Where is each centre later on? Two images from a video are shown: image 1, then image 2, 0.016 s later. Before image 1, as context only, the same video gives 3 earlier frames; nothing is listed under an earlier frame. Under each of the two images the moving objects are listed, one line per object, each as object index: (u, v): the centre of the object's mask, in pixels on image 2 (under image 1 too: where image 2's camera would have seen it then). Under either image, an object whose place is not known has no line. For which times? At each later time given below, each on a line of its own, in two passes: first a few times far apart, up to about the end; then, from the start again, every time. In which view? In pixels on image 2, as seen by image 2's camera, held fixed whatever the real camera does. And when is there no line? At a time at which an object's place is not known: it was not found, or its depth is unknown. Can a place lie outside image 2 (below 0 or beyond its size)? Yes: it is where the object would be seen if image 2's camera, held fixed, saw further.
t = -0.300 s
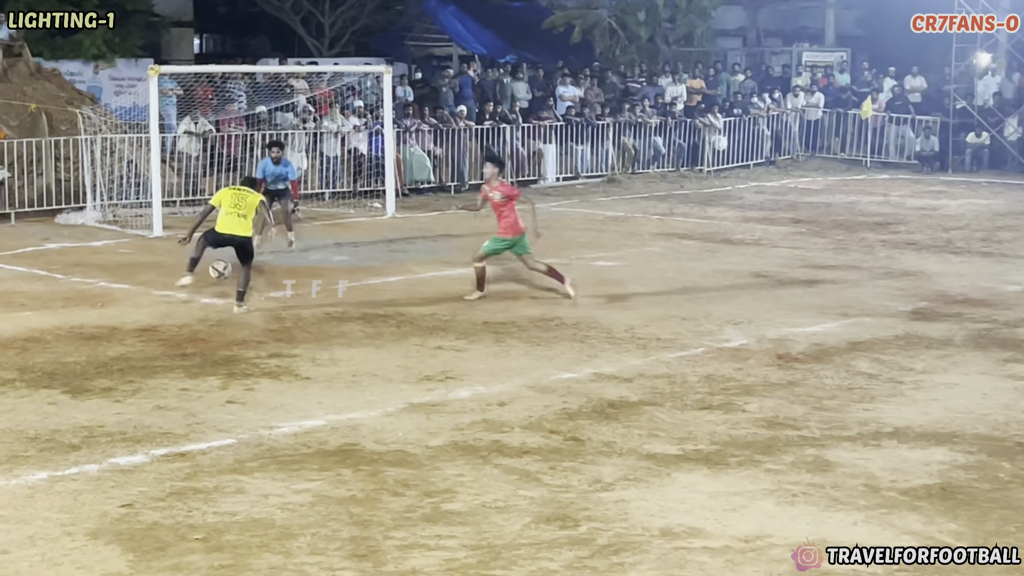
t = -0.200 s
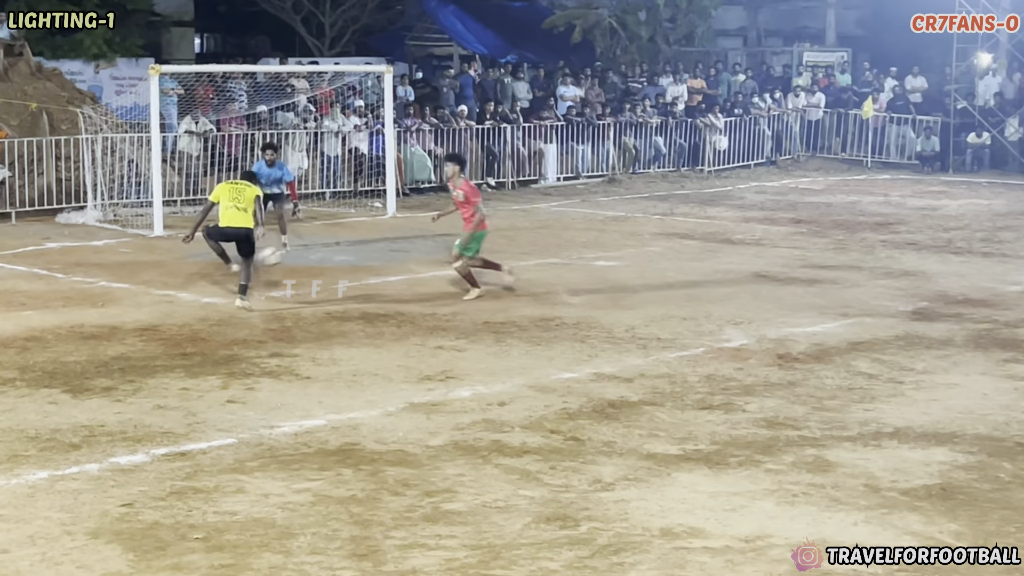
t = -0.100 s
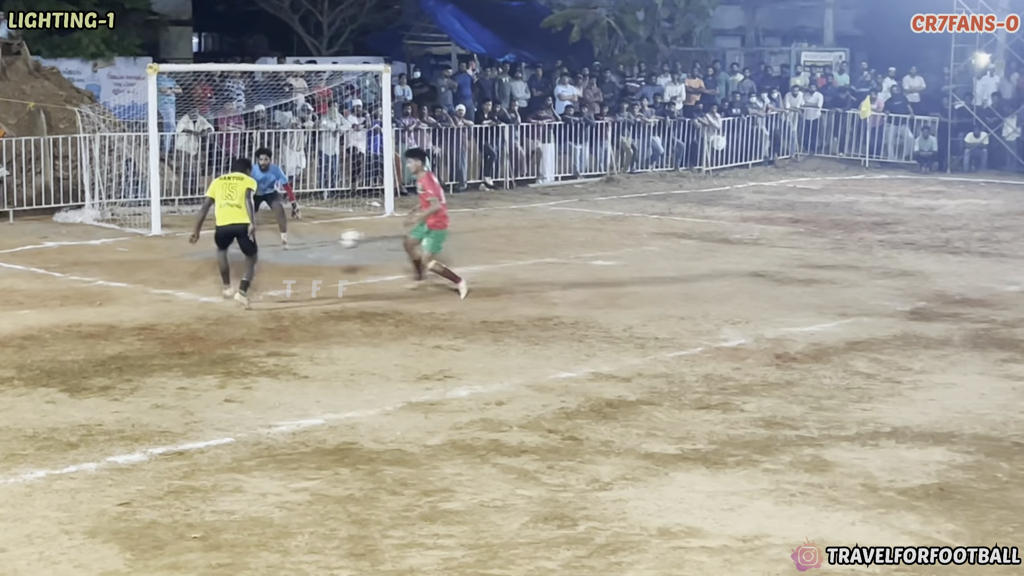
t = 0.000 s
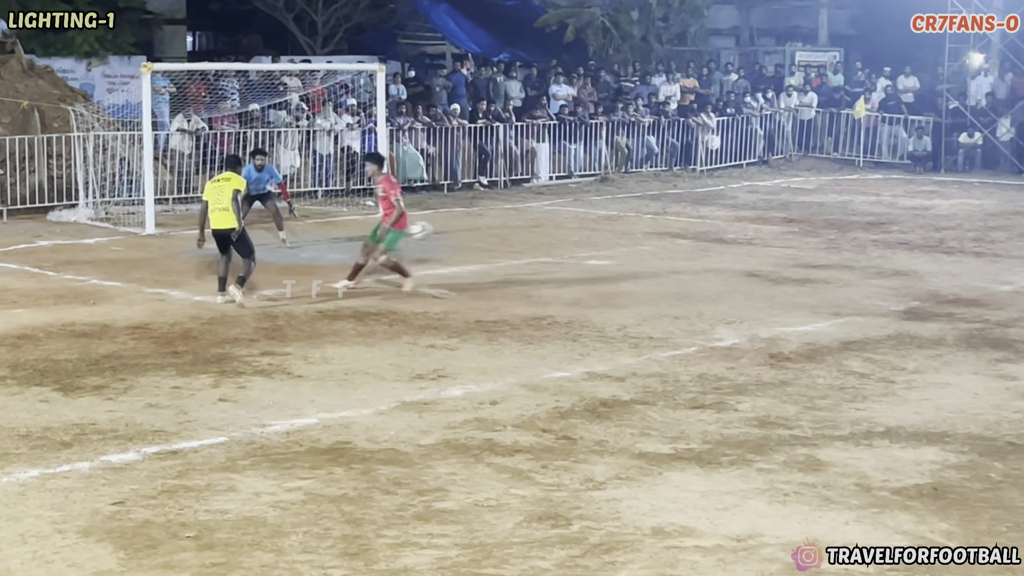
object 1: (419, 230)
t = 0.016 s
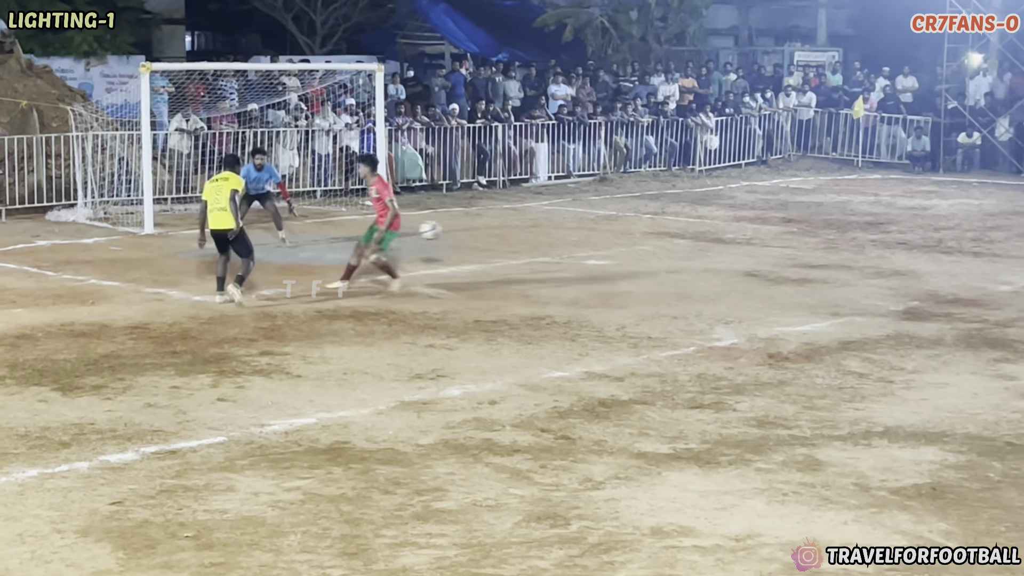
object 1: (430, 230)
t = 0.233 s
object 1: (569, 249)
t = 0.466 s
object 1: (676, 234)
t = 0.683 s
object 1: (752, 229)
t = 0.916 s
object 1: (814, 227)
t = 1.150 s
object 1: (866, 220)
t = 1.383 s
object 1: (914, 214)
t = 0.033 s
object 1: (443, 231)
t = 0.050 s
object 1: (455, 231)
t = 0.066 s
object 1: (465, 231)
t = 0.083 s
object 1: (476, 231)
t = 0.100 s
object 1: (487, 232)
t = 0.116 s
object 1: (497, 234)
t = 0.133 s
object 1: (509, 235)
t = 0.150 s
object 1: (519, 236)
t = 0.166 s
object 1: (529, 239)
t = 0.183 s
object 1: (540, 241)
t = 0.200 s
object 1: (550, 242)
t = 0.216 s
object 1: (559, 245)
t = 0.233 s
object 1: (569, 249)
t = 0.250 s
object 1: (579, 252)
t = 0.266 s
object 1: (587, 254)
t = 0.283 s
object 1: (596, 251)
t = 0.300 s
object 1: (604, 249)
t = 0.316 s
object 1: (612, 246)
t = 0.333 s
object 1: (619, 243)
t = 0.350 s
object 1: (627, 241)
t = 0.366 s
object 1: (633, 240)
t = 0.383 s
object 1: (641, 238)
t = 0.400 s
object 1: (648, 237)
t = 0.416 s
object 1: (655, 236)
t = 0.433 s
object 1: (662, 235)
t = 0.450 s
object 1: (669, 234)
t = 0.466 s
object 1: (676, 234)
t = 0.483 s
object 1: (682, 234)
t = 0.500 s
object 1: (690, 234)
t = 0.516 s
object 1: (696, 234)
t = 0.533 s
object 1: (703, 234)
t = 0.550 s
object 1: (710, 235)
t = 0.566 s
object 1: (716, 236)
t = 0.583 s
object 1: (722, 236)
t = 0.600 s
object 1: (727, 236)
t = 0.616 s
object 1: (732, 234)
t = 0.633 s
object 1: (737, 232)
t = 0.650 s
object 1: (743, 230)
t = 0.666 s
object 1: (747, 229)
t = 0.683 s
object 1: (752, 229)
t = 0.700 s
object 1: (756, 227)
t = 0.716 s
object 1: (761, 226)
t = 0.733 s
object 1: (766, 225)
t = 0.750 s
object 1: (770, 224)
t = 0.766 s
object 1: (775, 224)
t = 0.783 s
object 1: (779, 225)
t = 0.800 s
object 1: (784, 225)
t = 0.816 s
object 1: (788, 225)
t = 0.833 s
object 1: (793, 225)
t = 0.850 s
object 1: (797, 227)
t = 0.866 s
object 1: (802, 228)
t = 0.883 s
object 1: (805, 229)
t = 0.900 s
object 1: (810, 229)
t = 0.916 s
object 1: (814, 227)
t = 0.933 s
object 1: (817, 225)
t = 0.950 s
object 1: (821, 223)
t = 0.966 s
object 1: (826, 223)
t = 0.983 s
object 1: (829, 223)
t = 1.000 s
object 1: (833, 222)
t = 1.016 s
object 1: (837, 222)
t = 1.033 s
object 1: (840, 221)
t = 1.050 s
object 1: (844, 222)
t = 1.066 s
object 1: (848, 223)
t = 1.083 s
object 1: (851, 223)
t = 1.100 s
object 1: (855, 223)
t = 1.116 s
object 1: (859, 221)
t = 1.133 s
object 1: (862, 220)
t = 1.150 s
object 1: (866, 220)
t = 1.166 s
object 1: (870, 220)
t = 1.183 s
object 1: (872, 219)
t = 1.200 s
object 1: (876, 220)
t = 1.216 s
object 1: (881, 219)
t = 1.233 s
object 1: (884, 218)
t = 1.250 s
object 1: (887, 217)
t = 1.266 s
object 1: (891, 216)
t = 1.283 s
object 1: (894, 215)
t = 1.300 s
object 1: (897, 214)
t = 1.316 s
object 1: (901, 214)
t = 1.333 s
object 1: (904, 214)
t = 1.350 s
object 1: (908, 215)
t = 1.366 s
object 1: (911, 215)
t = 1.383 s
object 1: (914, 214)
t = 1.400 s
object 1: (917, 213)
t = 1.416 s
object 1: (920, 212)
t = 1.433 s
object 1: (923, 210)
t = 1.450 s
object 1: (926, 209)
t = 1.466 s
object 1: (929, 209)
